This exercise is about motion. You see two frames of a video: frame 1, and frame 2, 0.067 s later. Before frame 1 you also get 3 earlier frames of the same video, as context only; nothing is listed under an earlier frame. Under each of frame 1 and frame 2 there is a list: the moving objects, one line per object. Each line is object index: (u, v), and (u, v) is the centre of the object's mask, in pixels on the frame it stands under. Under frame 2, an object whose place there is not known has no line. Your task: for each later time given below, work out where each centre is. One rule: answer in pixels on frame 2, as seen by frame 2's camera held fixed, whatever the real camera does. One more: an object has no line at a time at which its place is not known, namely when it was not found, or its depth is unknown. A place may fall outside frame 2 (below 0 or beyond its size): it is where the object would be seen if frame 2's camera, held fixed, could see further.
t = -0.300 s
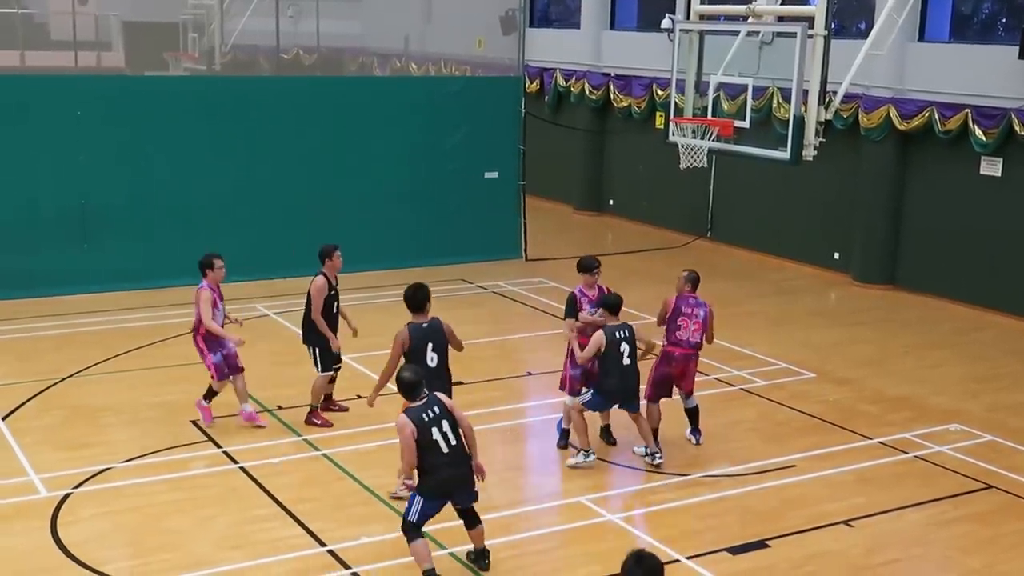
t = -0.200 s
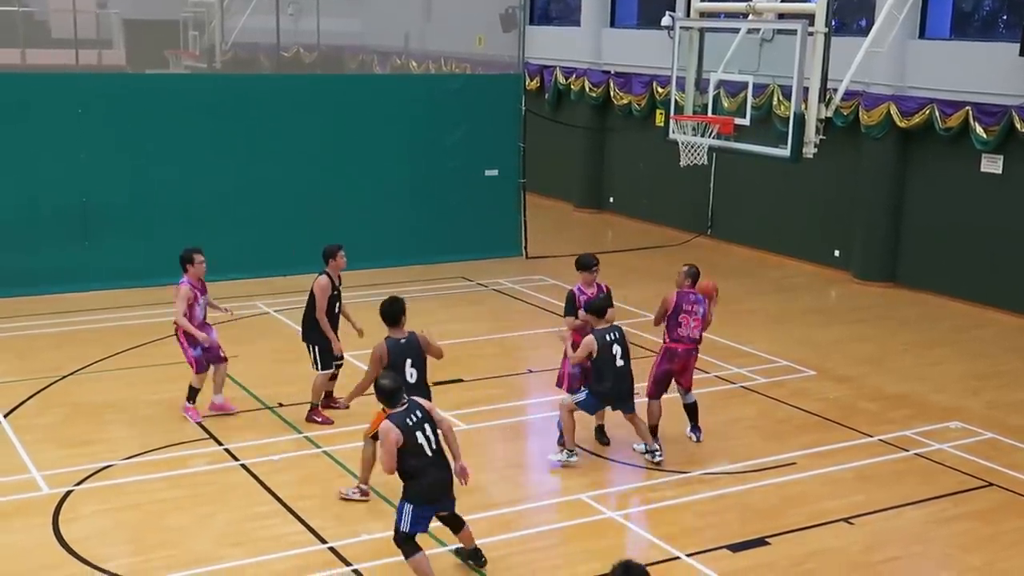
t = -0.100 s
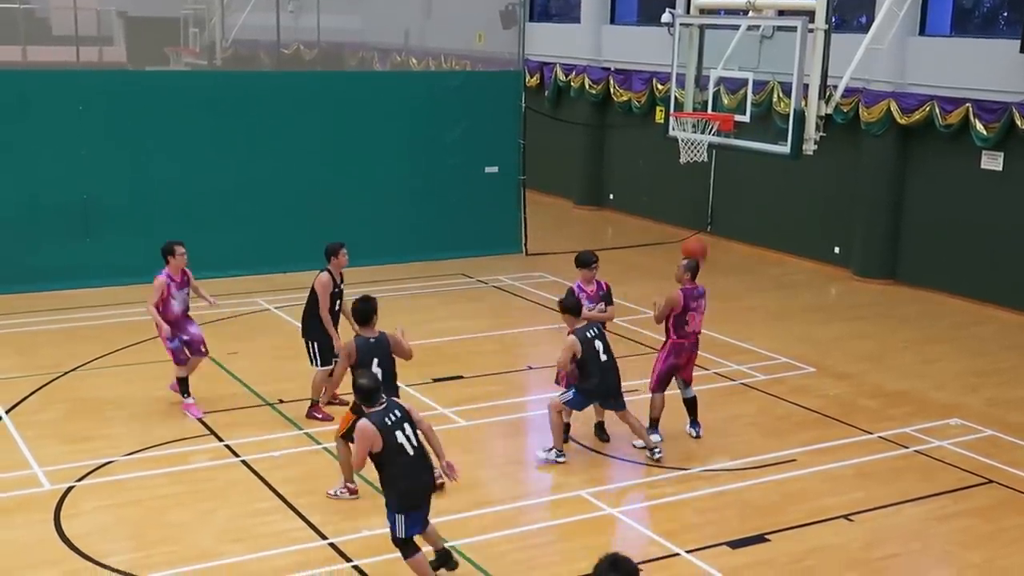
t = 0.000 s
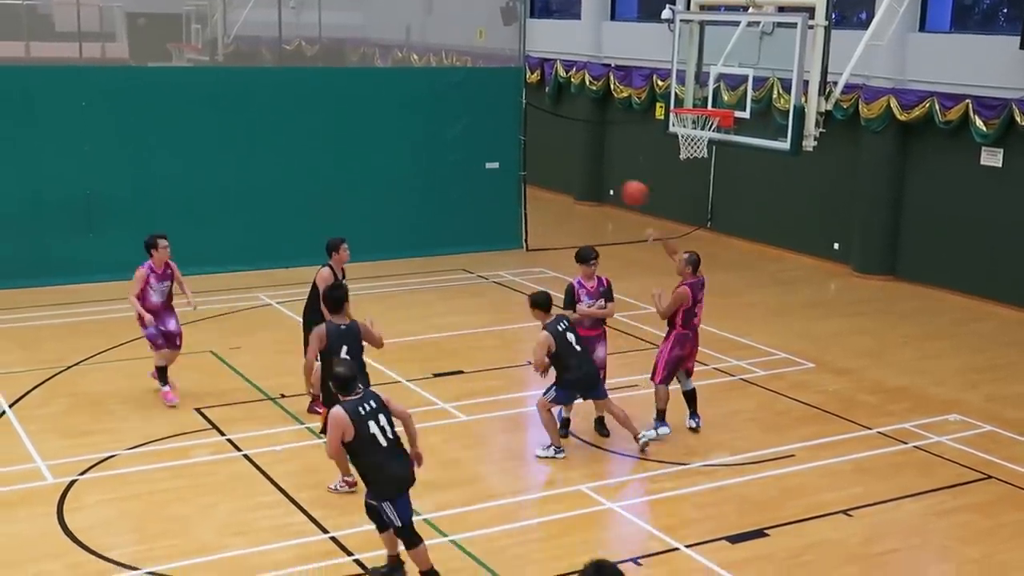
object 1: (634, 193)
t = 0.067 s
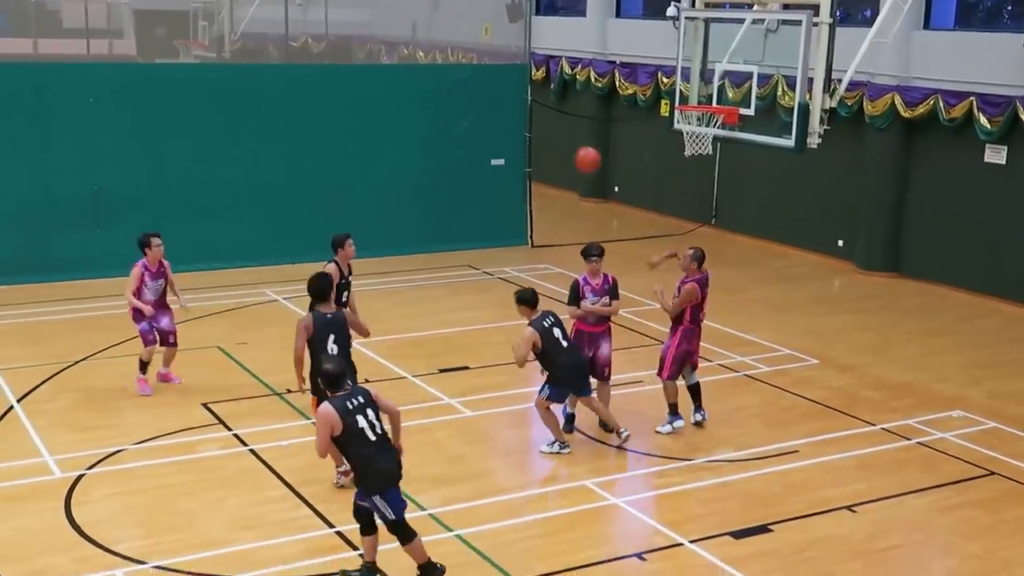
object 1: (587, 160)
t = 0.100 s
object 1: (562, 146)
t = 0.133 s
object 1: (537, 133)
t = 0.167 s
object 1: (513, 121)
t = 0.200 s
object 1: (489, 110)
